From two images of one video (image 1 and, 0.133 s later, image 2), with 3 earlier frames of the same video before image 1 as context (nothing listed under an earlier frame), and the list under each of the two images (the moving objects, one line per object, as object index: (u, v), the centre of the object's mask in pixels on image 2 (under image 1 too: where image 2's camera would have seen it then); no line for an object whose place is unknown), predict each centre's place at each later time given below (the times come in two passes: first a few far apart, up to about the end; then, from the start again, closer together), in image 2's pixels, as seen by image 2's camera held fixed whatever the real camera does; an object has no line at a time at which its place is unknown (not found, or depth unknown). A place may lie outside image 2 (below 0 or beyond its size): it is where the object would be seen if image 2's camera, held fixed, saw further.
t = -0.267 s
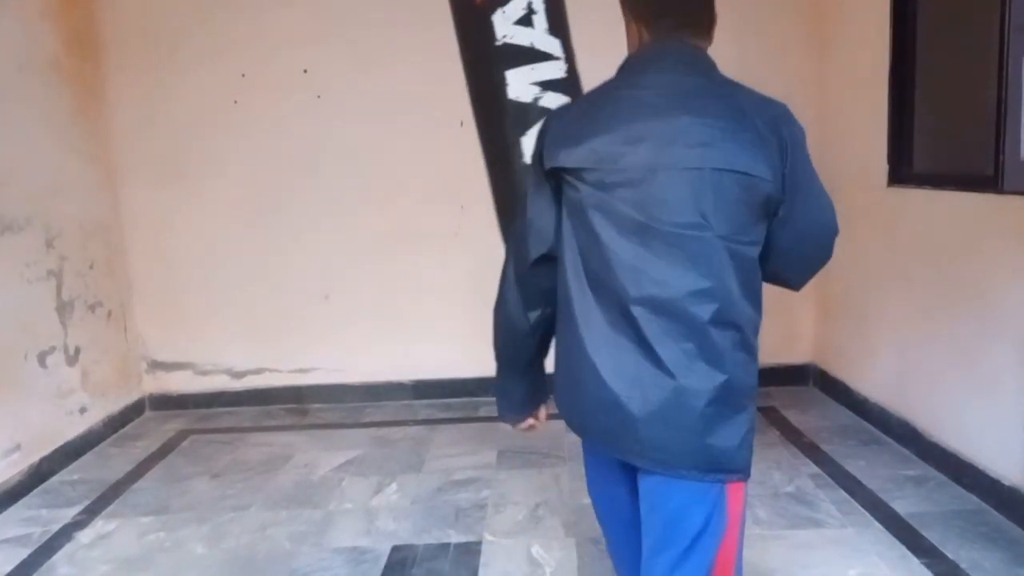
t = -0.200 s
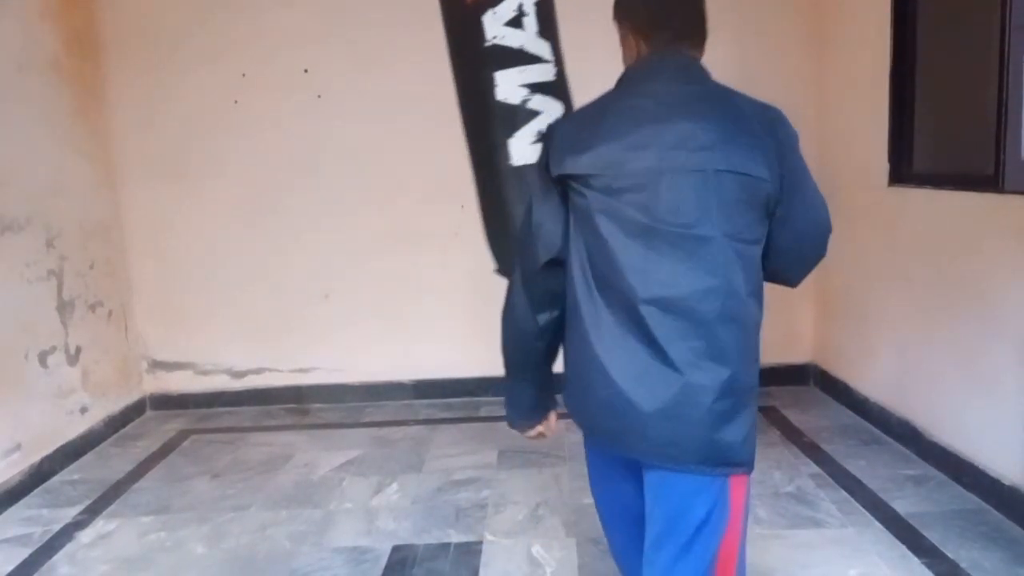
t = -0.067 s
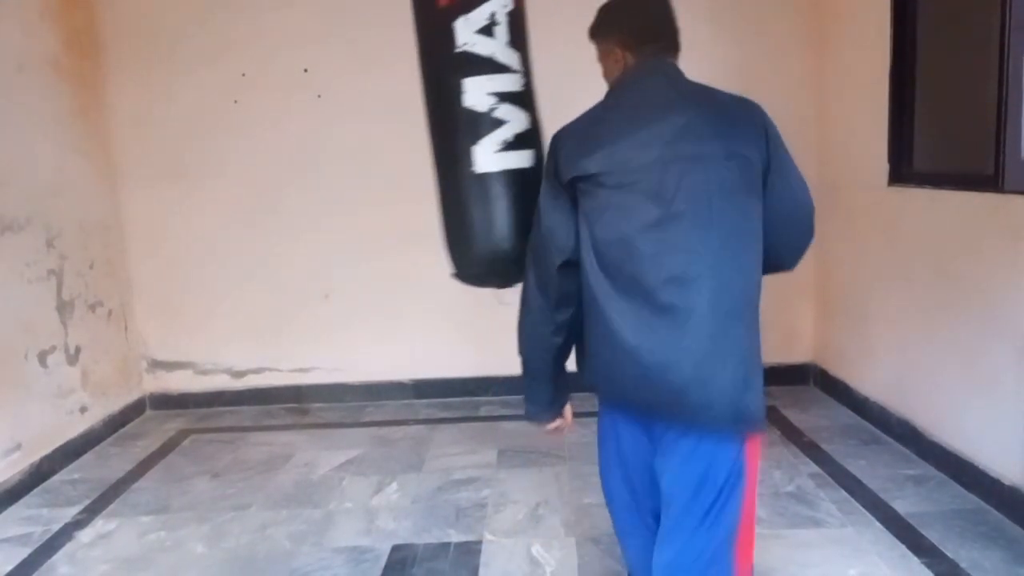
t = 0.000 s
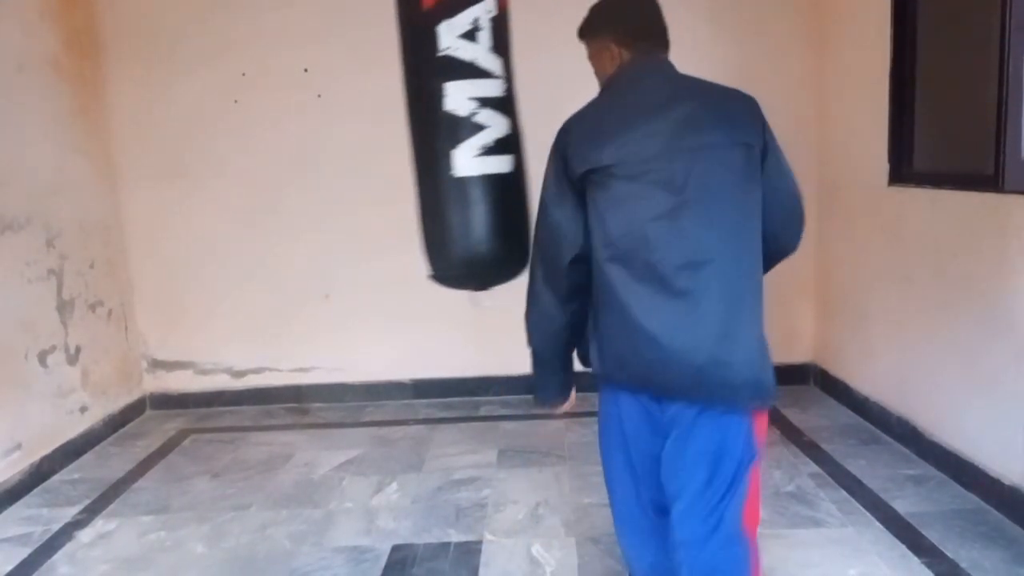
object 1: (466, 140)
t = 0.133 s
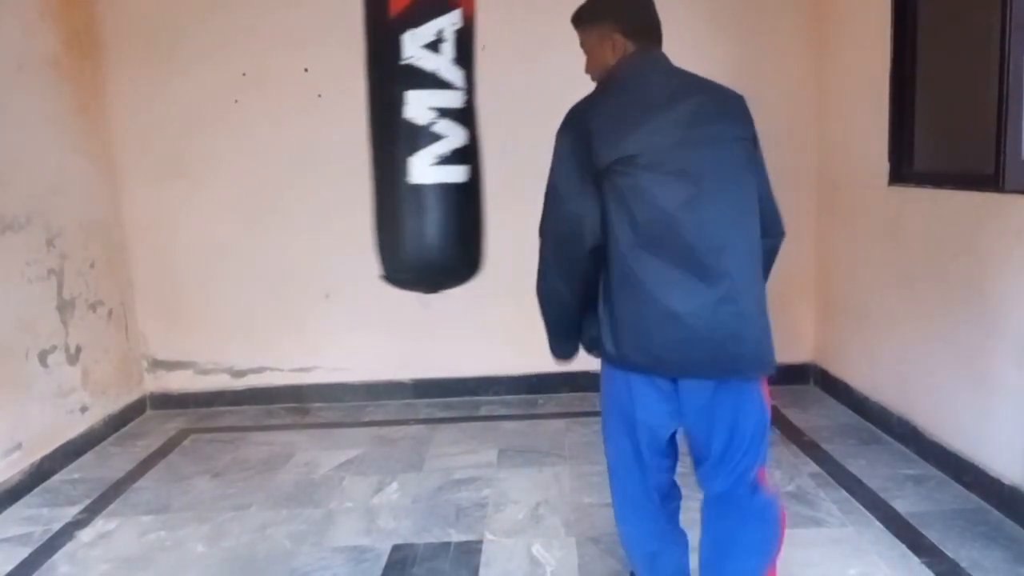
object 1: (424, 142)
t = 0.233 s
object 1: (395, 141)
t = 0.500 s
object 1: (343, 135)
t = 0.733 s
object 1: (335, 132)
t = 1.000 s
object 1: (364, 129)
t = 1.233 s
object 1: (413, 130)
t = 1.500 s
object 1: (479, 132)
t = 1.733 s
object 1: (529, 130)
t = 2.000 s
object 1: (548, 132)
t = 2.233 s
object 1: (516, 135)
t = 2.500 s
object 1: (442, 141)
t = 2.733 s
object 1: (376, 140)
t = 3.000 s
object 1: (337, 136)
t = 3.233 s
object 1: (336, 133)
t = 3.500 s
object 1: (369, 134)
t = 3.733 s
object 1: (422, 137)
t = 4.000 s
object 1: (486, 139)
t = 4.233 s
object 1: (531, 137)
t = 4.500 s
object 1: (538, 137)
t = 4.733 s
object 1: (499, 141)
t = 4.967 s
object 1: (437, 146)
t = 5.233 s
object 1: (374, 143)
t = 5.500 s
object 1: (344, 134)
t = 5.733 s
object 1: (348, 131)
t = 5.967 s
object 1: (380, 132)
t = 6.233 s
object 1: (436, 136)
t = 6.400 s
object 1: (474, 137)
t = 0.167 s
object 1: (414, 142)
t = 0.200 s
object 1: (404, 142)
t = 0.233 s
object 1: (395, 141)
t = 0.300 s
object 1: (378, 140)
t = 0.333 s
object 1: (371, 140)
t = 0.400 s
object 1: (358, 138)
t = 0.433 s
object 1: (352, 137)
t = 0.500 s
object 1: (343, 135)
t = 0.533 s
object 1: (339, 134)
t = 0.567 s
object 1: (336, 133)
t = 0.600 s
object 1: (335, 132)
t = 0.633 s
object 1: (333, 132)
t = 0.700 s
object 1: (333, 131)
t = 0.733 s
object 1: (335, 132)
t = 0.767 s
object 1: (336, 129)
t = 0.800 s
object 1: (338, 129)
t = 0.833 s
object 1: (340, 129)
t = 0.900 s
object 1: (348, 128)
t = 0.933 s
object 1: (352, 128)
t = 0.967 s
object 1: (358, 128)
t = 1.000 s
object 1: (364, 129)
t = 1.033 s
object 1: (370, 129)
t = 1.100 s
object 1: (384, 130)
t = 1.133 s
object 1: (390, 129)
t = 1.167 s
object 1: (397, 129)
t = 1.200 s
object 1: (404, 130)
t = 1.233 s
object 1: (413, 130)
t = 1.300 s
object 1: (428, 131)
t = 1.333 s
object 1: (437, 131)
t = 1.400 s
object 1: (453, 131)
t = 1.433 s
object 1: (463, 132)
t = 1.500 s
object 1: (479, 132)
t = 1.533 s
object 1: (490, 133)
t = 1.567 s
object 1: (498, 133)
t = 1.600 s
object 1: (504, 132)
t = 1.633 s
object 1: (512, 132)
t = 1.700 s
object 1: (524, 131)
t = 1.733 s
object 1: (529, 130)
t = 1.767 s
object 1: (533, 130)
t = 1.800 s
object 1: (537, 129)
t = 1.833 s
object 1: (540, 128)
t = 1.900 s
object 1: (546, 129)
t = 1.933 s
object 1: (548, 130)
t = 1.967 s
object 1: (548, 131)
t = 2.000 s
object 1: (548, 132)
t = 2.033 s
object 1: (545, 131)
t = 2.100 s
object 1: (539, 132)
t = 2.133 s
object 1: (535, 133)
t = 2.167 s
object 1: (529, 133)
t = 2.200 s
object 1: (523, 134)
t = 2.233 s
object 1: (516, 135)
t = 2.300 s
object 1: (499, 137)
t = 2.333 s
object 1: (490, 138)
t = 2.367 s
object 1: (481, 138)
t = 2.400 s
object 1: (471, 139)
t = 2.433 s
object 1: (461, 140)
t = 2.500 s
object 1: (442, 141)
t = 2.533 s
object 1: (432, 141)
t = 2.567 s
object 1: (422, 141)
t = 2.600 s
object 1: (411, 141)
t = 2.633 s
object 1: (402, 141)
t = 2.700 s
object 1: (384, 140)
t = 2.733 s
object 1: (376, 140)
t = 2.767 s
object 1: (369, 140)
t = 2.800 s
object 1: (363, 139)
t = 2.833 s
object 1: (358, 139)
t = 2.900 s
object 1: (347, 138)
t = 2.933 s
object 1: (344, 137)
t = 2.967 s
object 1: (340, 137)
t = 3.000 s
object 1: (337, 136)
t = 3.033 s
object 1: (334, 135)
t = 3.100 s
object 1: (332, 134)
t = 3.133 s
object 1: (331, 134)
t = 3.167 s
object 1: (332, 134)
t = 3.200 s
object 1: (334, 134)
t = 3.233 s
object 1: (336, 133)
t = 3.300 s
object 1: (344, 133)
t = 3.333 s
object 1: (347, 133)
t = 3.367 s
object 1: (351, 133)
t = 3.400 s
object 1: (354, 133)
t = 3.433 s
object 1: (359, 134)
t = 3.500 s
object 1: (369, 134)
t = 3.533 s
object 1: (376, 134)
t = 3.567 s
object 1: (383, 135)
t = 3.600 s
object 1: (391, 135)
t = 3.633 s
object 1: (399, 136)
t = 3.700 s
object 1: (413, 137)
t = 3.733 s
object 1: (422, 137)
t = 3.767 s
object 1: (430, 137)
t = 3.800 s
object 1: (438, 138)
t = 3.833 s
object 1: (446, 138)
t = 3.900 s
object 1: (461, 139)
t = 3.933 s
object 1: (469, 139)
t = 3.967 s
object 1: (477, 139)
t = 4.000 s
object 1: (486, 139)
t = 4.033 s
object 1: (494, 141)
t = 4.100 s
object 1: (510, 140)
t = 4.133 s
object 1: (516, 138)
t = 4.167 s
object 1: (521, 138)
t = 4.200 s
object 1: (526, 138)
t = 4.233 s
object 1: (531, 137)
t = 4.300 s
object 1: (538, 136)
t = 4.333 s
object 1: (540, 136)
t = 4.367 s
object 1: (541, 136)
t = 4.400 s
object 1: (542, 136)
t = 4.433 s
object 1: (541, 136)
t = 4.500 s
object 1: (538, 137)
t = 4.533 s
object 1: (535, 137)
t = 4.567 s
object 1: (531, 138)
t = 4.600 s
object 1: (526, 138)
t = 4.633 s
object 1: (521, 139)
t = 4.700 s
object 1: (508, 141)
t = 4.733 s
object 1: (499, 141)
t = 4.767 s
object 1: (493, 142)
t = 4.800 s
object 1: (485, 143)
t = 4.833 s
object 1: (475, 143)
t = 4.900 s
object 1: (456, 145)
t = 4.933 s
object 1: (446, 146)
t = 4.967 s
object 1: (437, 146)
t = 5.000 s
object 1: (429, 145)
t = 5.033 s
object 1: (421, 145)
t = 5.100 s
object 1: (404, 144)
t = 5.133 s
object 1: (396, 144)
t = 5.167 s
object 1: (388, 144)
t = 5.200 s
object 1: (381, 144)
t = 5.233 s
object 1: (374, 143)
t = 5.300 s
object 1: (363, 140)
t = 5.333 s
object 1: (358, 139)
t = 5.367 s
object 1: (354, 138)
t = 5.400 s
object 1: (350, 138)
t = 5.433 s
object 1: (348, 136)
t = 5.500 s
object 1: (344, 134)
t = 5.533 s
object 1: (343, 133)
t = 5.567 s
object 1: (343, 132)
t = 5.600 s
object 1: (343, 132)
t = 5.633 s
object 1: (343, 131)
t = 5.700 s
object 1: (346, 131)
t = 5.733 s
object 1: (348, 131)
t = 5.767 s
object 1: (352, 131)
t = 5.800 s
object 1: (356, 131)
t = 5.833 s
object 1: (359, 131)
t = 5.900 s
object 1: (369, 131)
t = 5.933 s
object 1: (374, 132)
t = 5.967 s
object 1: (380, 132)
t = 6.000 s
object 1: (386, 132)
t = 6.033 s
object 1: (392, 133)
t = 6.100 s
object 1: (407, 135)
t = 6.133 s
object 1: (414, 135)
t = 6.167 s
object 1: (420, 135)
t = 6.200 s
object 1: (427, 136)
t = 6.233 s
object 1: (436, 136)
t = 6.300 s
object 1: (451, 137)
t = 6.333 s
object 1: (458, 137)
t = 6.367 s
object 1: (466, 137)
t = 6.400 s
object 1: (474, 137)
